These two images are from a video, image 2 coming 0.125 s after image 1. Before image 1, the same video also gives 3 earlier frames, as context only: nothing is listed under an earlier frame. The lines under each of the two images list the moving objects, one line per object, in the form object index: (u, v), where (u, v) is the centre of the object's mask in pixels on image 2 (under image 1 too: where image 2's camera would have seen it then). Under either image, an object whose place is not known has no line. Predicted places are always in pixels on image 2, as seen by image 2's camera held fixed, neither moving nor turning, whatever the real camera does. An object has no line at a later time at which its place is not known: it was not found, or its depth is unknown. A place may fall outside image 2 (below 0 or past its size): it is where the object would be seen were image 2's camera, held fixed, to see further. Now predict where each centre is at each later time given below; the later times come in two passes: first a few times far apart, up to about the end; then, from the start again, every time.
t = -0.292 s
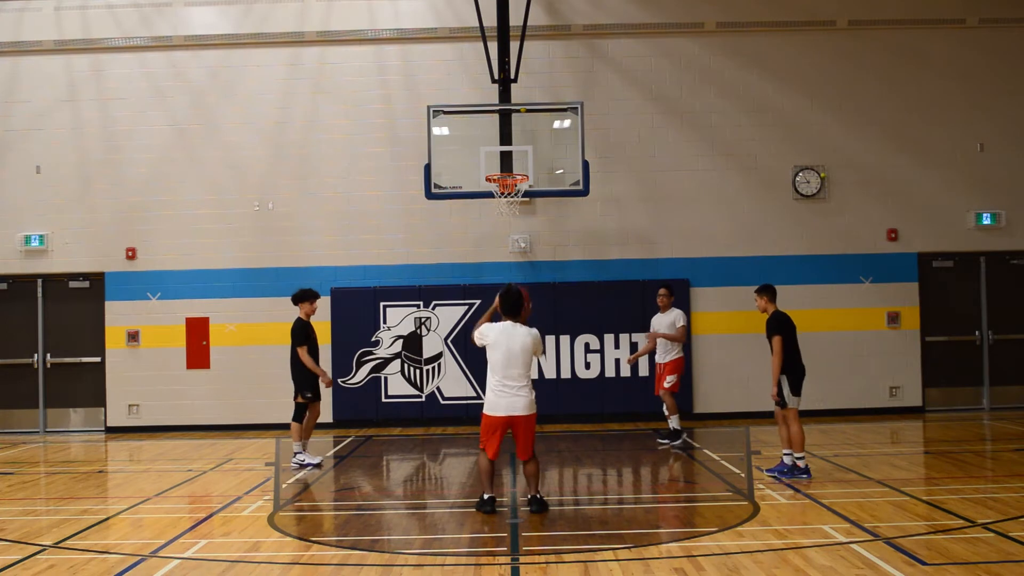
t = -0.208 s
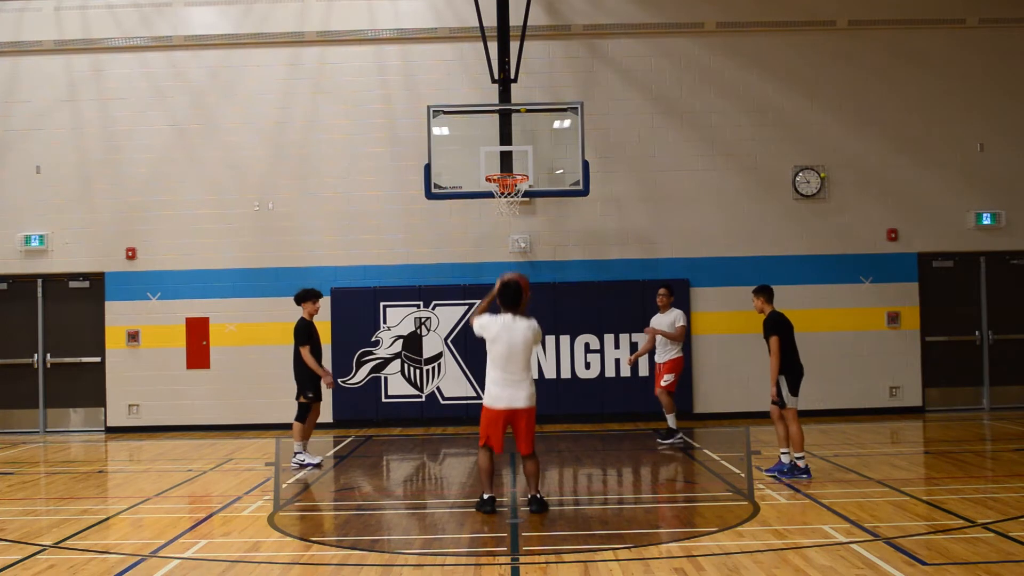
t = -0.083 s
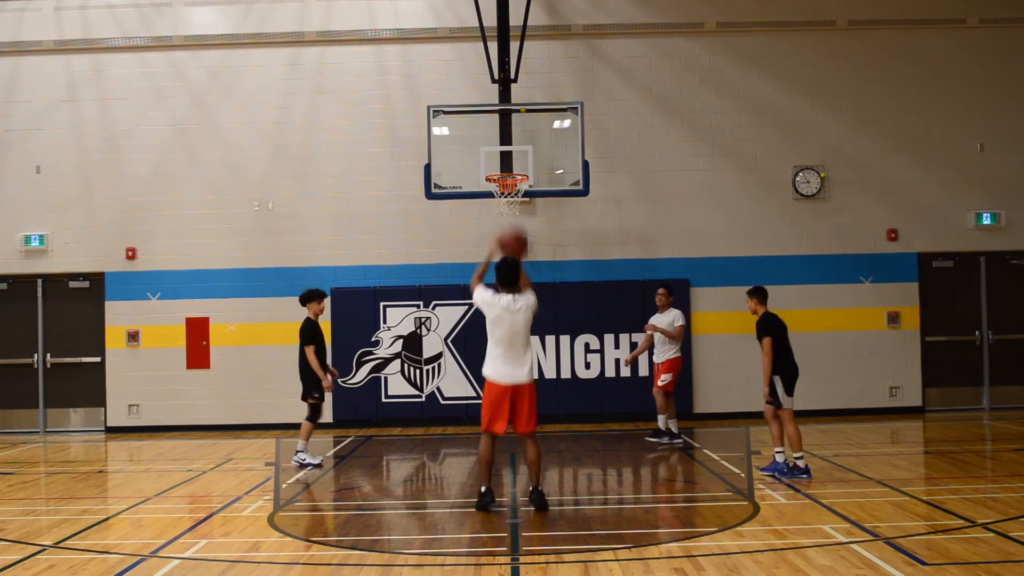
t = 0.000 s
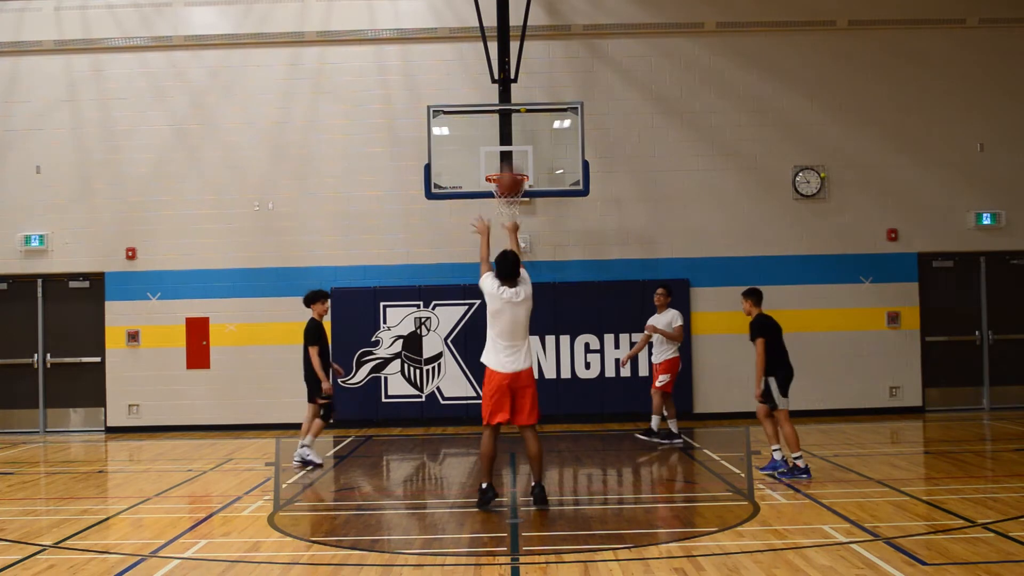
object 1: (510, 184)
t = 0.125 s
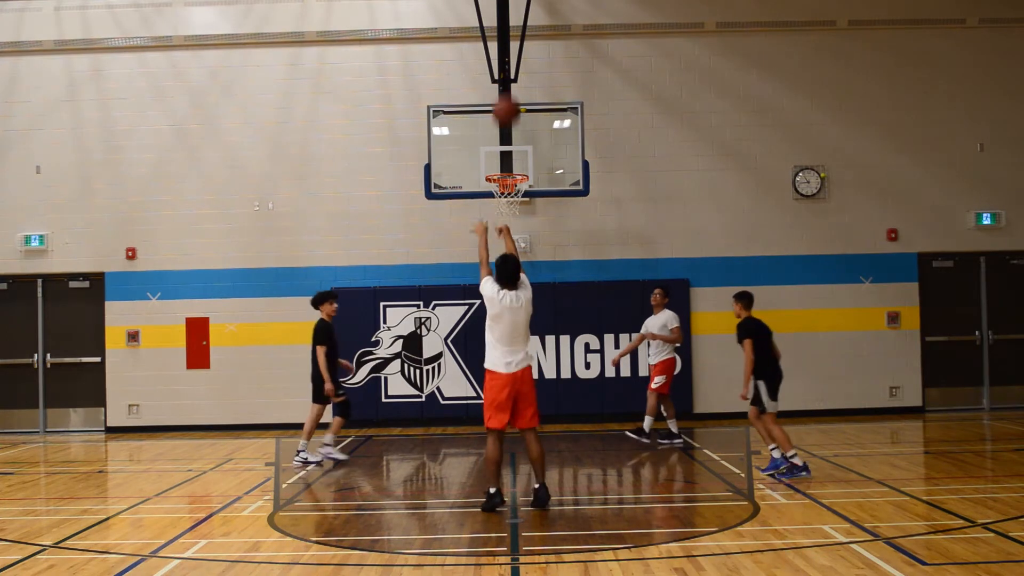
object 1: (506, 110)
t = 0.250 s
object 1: (503, 61)
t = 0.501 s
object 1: (499, 22)
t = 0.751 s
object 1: (495, 45)
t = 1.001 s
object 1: (494, 121)
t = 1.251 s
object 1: (510, 184)
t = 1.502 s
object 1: (507, 198)
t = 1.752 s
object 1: (497, 241)
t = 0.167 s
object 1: (505, 91)
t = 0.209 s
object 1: (504, 74)
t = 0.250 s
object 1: (503, 61)
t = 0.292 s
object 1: (502, 49)
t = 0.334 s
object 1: (501, 39)
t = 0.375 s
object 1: (501, 32)
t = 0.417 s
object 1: (500, 27)
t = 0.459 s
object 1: (499, 24)
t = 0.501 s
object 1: (499, 22)
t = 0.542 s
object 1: (498, 22)
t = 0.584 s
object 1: (497, 23)
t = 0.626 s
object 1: (497, 26)
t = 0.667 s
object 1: (497, 31)
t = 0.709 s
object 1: (496, 37)
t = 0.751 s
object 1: (495, 45)
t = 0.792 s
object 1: (496, 55)
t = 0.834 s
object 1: (494, 66)
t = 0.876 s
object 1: (494, 77)
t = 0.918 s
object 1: (494, 90)
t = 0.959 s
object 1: (494, 106)
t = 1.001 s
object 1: (494, 121)
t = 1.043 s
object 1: (494, 138)
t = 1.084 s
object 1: (494, 156)
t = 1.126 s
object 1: (496, 168)
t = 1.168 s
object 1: (503, 178)
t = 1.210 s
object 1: (508, 183)
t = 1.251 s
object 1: (510, 184)
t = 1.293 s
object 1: (516, 191)
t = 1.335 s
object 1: (515, 194)
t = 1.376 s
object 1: (515, 195)
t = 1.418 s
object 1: (513, 195)
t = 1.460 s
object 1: (510, 196)
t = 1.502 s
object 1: (507, 198)
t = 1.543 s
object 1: (506, 201)
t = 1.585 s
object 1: (504, 206)
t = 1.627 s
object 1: (502, 212)
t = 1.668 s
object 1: (500, 220)
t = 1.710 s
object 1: (499, 230)
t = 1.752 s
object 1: (497, 241)
